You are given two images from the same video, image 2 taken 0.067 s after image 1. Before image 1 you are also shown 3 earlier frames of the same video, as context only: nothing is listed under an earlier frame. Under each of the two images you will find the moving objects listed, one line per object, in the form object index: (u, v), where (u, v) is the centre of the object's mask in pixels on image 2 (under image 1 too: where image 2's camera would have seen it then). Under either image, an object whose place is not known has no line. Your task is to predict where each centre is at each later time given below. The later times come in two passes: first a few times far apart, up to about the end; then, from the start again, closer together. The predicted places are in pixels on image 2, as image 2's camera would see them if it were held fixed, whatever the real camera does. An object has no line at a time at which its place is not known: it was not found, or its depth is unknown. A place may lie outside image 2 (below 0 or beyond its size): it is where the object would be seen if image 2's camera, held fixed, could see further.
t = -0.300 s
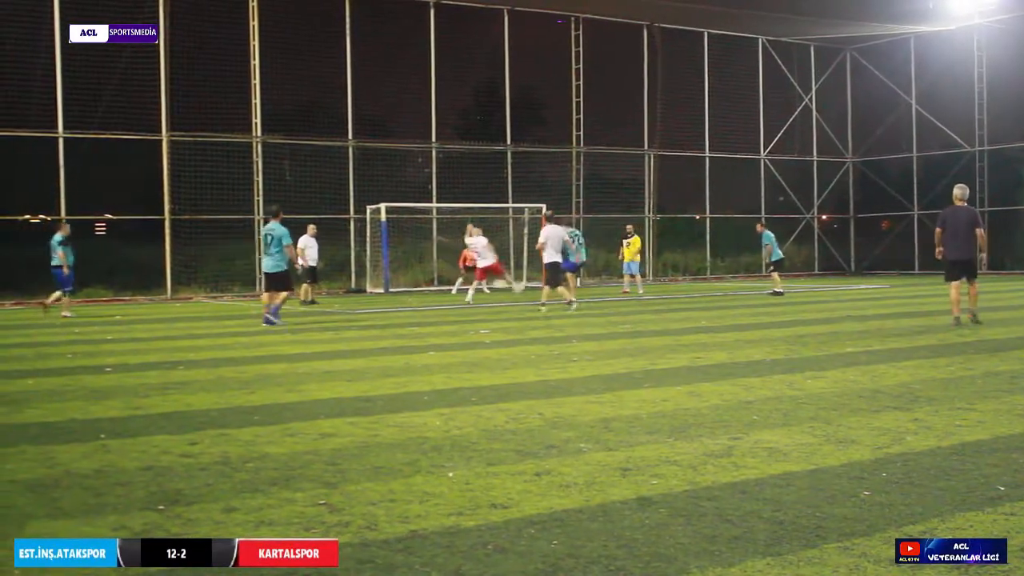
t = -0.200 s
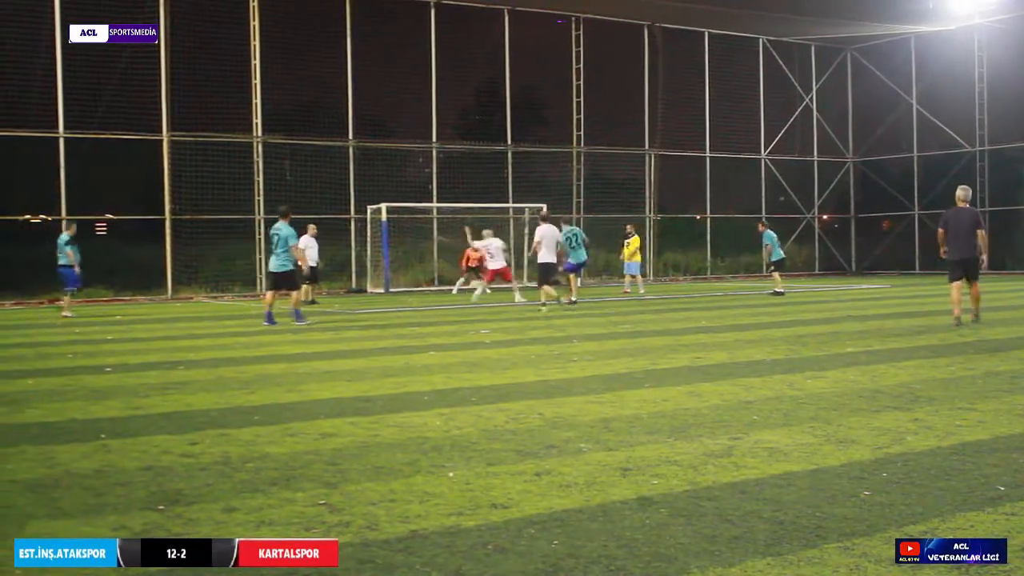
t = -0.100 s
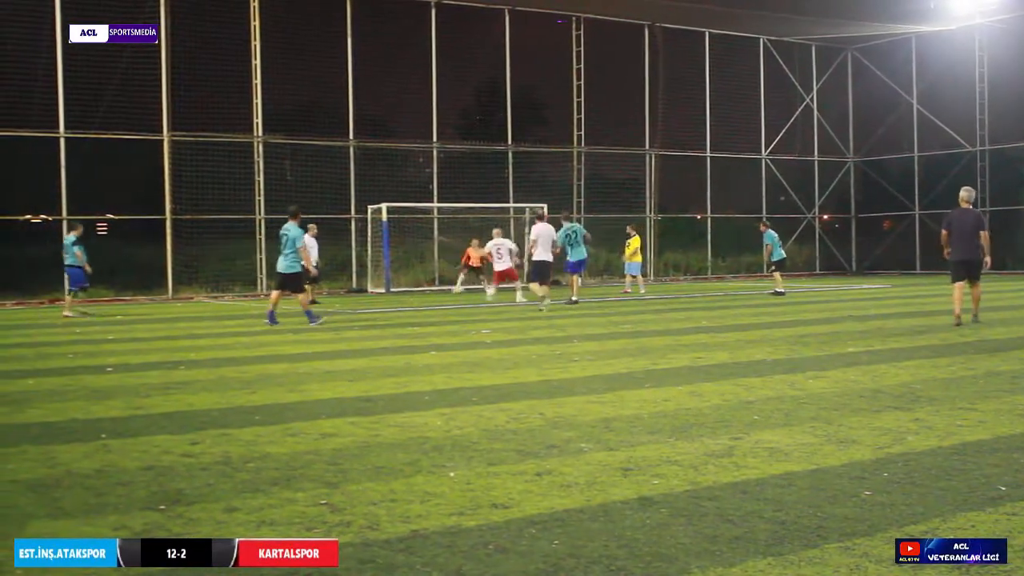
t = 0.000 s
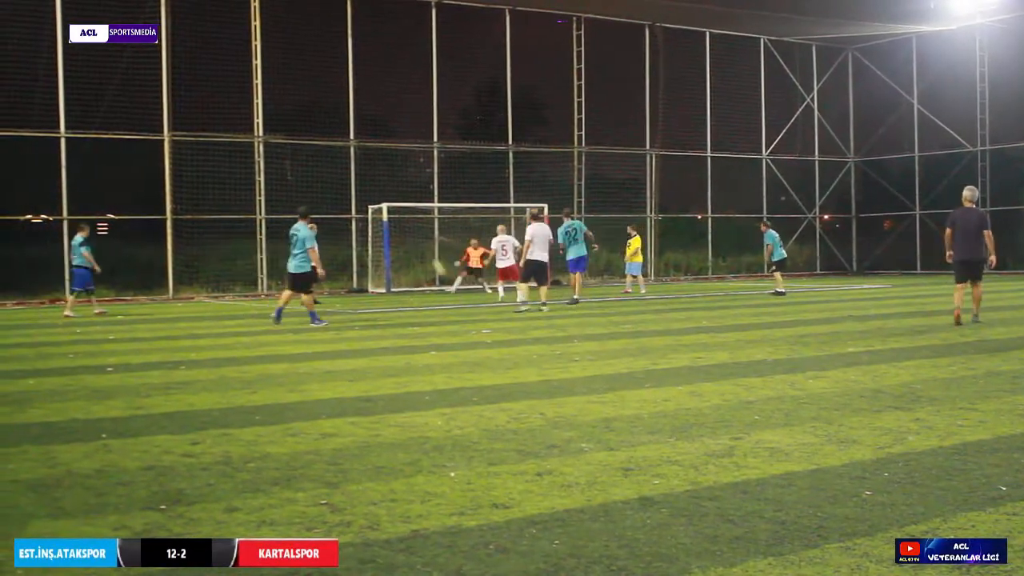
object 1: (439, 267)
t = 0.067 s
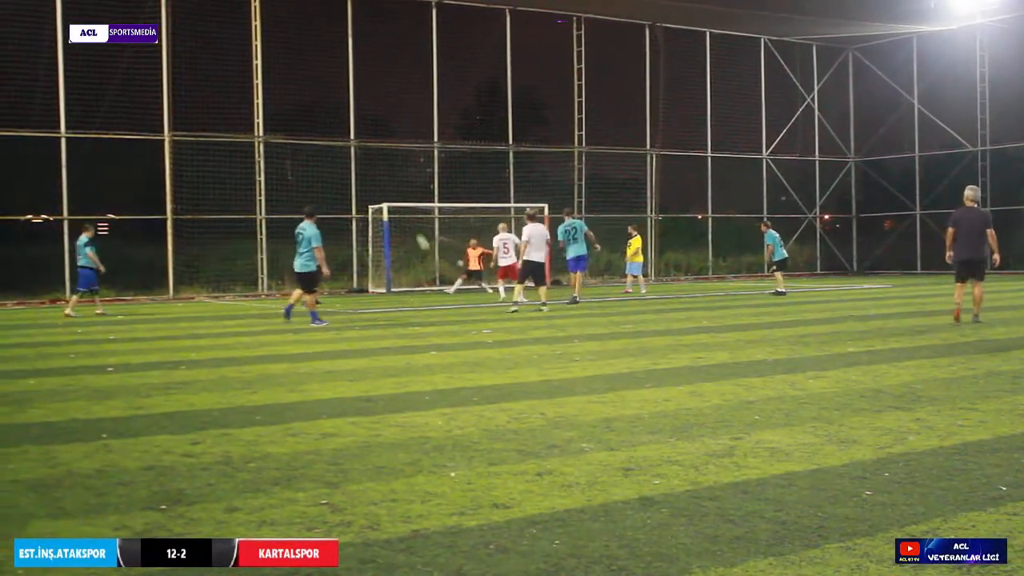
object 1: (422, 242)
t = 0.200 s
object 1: (390, 195)
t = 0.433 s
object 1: (333, 131)
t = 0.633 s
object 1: (284, 93)
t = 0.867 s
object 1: (227, 69)
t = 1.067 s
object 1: (180, 66)
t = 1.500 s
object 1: (78, 112)
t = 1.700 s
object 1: (32, 157)
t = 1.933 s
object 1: (-19, 217)
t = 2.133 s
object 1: (-54, 248)
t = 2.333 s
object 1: (-92, 297)
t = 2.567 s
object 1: (-101, 274)
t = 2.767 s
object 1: (-104, 258)
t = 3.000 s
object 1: (-104, 264)
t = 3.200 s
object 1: (-105, 290)
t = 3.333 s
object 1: (-108, 303)
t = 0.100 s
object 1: (414, 230)
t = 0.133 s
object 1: (406, 218)
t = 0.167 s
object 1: (398, 207)
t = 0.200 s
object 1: (390, 195)
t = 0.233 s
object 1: (381, 185)
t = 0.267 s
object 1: (373, 175)
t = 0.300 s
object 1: (365, 165)
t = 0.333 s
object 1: (358, 157)
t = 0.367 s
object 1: (349, 147)
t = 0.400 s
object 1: (340, 138)
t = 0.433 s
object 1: (333, 131)
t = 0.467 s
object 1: (325, 124)
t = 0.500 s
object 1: (317, 117)
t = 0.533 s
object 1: (308, 110)
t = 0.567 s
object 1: (300, 104)
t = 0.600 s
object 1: (292, 98)
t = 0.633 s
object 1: (284, 93)
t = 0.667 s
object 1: (276, 88)
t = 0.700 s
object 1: (268, 84)
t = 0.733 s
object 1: (261, 81)
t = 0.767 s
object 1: (250, 76)
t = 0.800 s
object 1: (243, 74)
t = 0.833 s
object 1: (235, 71)
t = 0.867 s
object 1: (227, 69)
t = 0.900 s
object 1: (219, 67)
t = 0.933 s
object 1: (212, 66)
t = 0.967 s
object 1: (204, 65)
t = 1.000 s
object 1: (196, 65)
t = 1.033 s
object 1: (188, 65)
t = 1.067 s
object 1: (180, 66)
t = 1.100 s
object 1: (173, 67)
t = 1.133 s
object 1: (164, 68)
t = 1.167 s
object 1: (155, 70)
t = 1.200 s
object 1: (149, 72)
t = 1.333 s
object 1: (117, 86)
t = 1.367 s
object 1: (110, 91)
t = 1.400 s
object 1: (102, 95)
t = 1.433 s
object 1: (94, 100)
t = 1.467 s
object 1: (86, 106)
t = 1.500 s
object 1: (78, 112)
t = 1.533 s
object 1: (71, 119)
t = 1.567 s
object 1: (63, 125)
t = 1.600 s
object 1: (55, 133)
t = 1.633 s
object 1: (47, 141)
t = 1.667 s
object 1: (40, 149)
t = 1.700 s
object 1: (32, 157)
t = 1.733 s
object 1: (24, 166)
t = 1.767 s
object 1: (17, 176)
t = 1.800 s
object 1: (9, 186)
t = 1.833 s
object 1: (1, 196)
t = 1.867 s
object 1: (-6, 207)
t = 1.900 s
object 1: (-13, 213)
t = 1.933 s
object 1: (-19, 217)
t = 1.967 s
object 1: (-24, 221)
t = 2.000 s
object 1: (-30, 225)
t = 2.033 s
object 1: (-36, 230)
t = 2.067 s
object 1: (-41, 236)
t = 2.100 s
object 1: (-47, 242)
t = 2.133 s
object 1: (-54, 248)
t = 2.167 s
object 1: (-60, 255)
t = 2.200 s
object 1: (-66, 263)
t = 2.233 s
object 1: (-72, 270)
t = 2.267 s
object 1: (-78, 278)
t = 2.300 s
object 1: (-86, 289)
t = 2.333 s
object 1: (-92, 297)
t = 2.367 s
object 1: (-98, 305)
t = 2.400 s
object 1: (-99, 299)
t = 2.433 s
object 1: (-99, 295)
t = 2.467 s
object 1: (-99, 289)
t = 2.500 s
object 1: (-100, 283)
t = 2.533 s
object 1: (-100, 278)
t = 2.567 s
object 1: (-101, 274)
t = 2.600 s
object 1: (-101, 270)
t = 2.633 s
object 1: (-102, 266)
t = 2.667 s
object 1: (-102, 264)
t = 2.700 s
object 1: (-103, 262)
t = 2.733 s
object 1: (-104, 260)
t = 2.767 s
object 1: (-104, 258)
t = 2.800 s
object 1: (-104, 258)
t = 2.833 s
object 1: (-104, 258)
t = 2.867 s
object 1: (-104, 258)
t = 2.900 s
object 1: (-104, 259)
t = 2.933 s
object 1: (-104, 260)
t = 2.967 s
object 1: (-105, 261)
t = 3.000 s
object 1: (-104, 264)
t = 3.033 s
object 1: (-105, 267)
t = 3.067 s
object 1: (-106, 271)
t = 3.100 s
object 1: (-105, 275)
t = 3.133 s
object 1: (-105, 279)
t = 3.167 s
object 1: (-105, 284)
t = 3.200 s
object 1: (-105, 290)
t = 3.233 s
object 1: (-105, 296)
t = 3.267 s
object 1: (-105, 303)
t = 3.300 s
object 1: (-106, 307)
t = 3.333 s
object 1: (-108, 303)
